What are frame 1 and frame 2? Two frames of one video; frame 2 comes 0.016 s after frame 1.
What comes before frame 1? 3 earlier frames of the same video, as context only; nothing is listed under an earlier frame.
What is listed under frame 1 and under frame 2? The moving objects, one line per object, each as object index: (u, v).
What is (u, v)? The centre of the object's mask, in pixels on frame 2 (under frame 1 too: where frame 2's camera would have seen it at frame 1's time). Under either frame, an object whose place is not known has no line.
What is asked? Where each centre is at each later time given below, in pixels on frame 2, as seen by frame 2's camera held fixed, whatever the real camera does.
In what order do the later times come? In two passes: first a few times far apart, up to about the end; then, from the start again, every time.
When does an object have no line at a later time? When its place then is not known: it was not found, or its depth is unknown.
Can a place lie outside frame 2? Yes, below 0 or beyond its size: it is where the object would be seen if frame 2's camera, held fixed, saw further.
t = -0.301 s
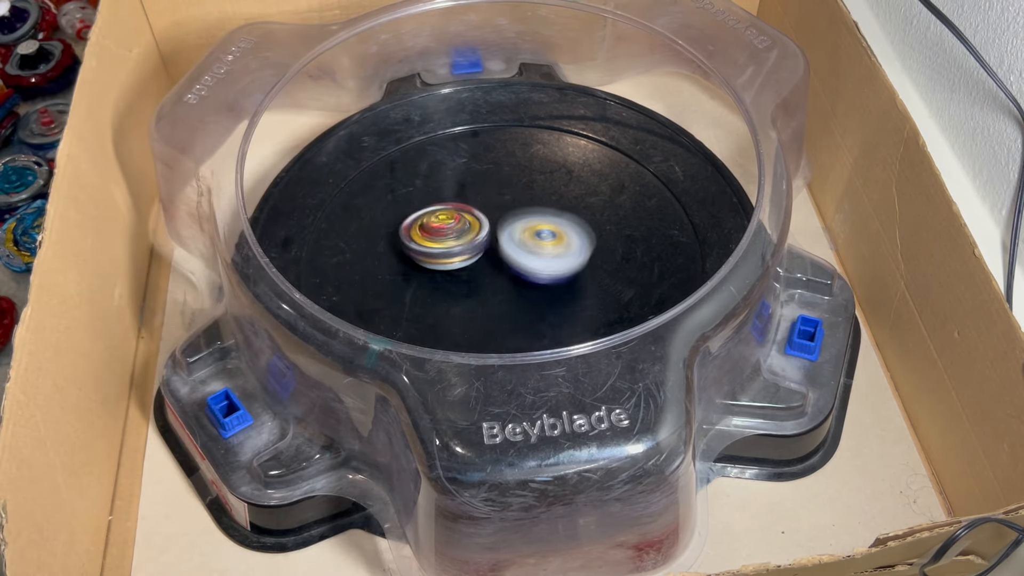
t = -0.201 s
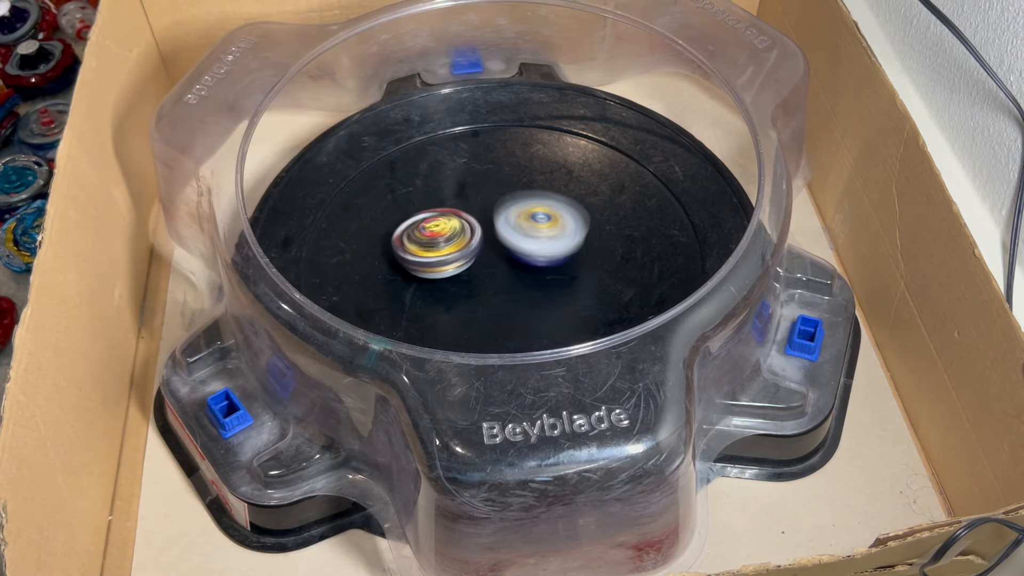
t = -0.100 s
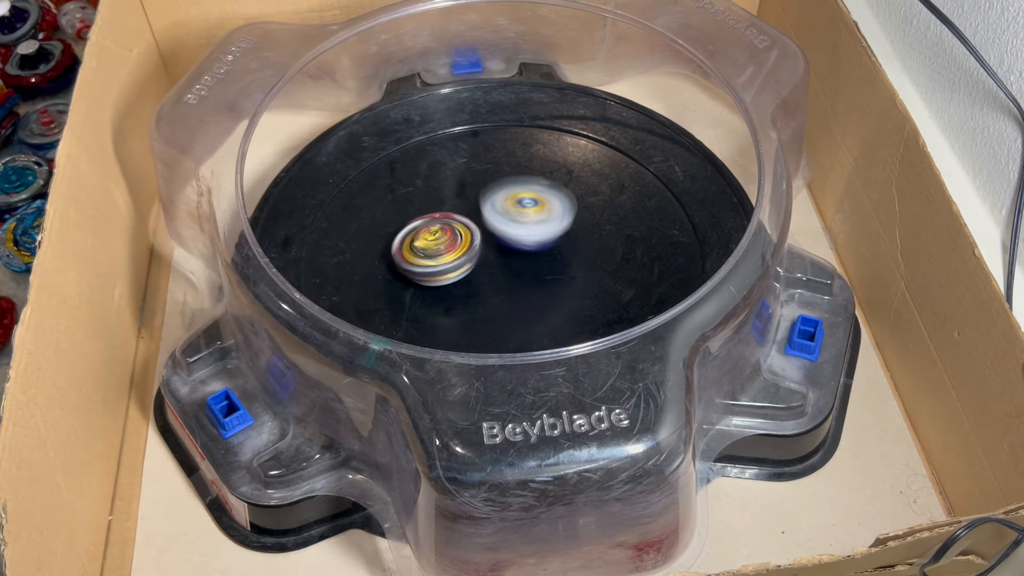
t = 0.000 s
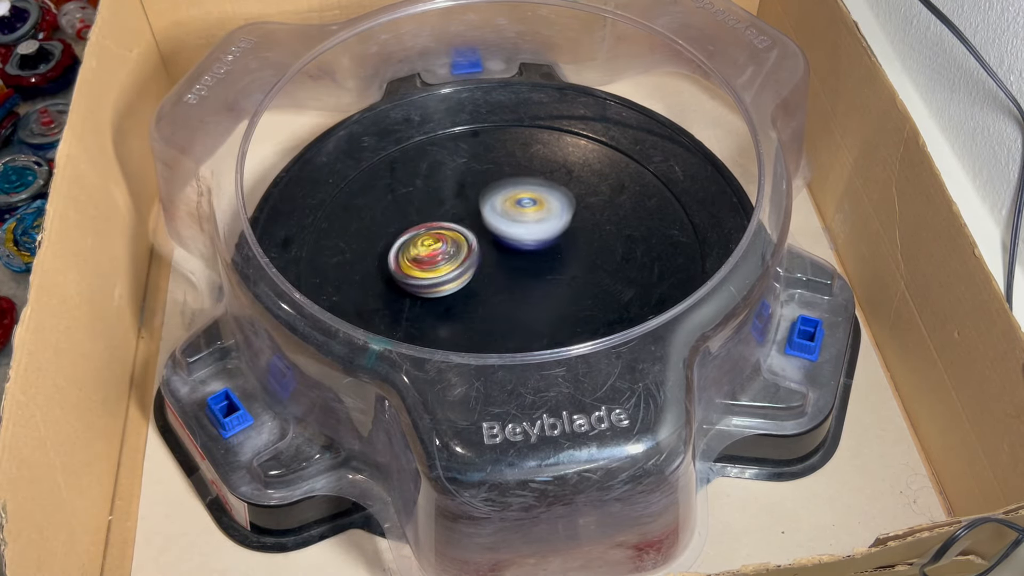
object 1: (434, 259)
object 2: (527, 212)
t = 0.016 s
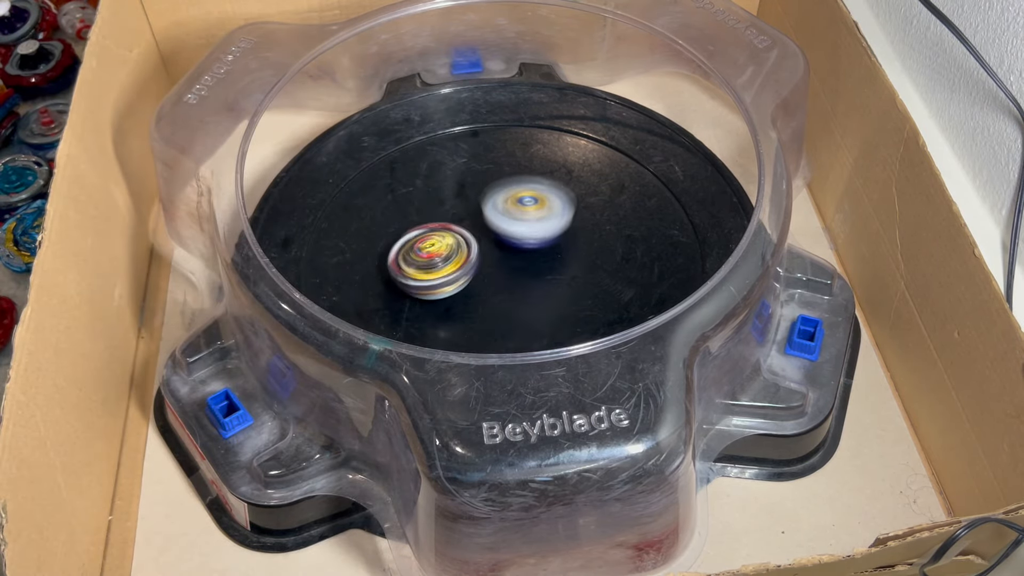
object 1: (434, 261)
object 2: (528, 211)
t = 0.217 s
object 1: (437, 265)
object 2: (535, 226)
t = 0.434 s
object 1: (396, 272)
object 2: (621, 256)
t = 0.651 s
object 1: (407, 282)
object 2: (644, 281)
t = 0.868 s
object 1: (428, 273)
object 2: (524, 292)
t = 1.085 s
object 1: (410, 257)
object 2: (569, 237)
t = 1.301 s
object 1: (447, 255)
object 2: (565, 206)
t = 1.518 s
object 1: (441, 257)
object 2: (568, 201)
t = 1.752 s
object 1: (458, 254)
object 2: (586, 220)
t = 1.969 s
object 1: (468, 252)
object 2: (576, 242)
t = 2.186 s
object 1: (487, 257)
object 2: (576, 224)
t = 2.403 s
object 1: (491, 271)
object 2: (605, 197)
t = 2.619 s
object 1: (501, 280)
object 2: (580, 229)
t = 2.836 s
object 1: (413, 311)
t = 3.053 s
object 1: (442, 293)
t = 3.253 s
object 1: (311, 329)
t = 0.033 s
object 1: (433, 262)
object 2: (530, 210)
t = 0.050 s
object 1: (433, 263)
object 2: (530, 210)
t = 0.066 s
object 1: (433, 264)
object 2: (531, 210)
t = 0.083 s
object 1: (433, 265)
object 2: (532, 211)
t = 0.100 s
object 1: (433, 265)
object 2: (533, 211)
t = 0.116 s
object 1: (433, 266)
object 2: (534, 213)
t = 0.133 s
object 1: (433, 266)
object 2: (534, 214)
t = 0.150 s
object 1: (434, 266)
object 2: (535, 216)
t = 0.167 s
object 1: (435, 266)
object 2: (534, 219)
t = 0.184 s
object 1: (436, 266)
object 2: (535, 220)
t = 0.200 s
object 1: (437, 265)
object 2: (535, 224)
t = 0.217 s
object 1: (437, 265)
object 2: (535, 226)
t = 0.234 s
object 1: (438, 265)
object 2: (535, 231)
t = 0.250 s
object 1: (439, 264)
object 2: (535, 233)
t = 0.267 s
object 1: (439, 264)
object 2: (535, 235)
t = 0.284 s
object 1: (441, 264)
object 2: (535, 240)
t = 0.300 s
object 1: (441, 263)
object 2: (535, 247)
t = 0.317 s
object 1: (437, 263)
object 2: (542, 247)
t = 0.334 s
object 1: (428, 264)
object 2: (555, 250)
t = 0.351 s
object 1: (420, 265)
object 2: (566, 249)
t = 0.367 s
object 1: (413, 266)
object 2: (579, 250)
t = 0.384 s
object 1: (408, 267)
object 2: (591, 253)
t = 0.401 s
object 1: (402, 269)
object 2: (601, 252)
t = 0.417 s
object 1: (399, 270)
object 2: (611, 253)
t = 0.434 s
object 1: (396, 272)
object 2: (621, 256)
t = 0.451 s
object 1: (394, 274)
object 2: (630, 256)
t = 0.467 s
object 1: (393, 275)
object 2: (637, 257)
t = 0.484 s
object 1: (392, 277)
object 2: (645, 260)
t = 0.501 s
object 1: (393, 278)
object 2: (651, 260)
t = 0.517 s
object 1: (394, 280)
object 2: (656, 263)
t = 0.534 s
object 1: (394, 281)
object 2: (659, 265)
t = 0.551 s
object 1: (396, 281)
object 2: (660, 266)
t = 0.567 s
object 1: (397, 282)
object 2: (661, 269)
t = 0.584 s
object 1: (399, 282)
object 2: (659, 270)
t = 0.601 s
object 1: (401, 282)
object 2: (657, 273)
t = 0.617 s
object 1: (402, 283)
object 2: (654, 275)
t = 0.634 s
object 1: (405, 282)
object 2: (649, 278)
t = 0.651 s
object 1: (407, 282)
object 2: (644, 281)
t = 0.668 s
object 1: (409, 282)
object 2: (638, 284)
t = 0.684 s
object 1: (411, 281)
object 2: (630, 287)
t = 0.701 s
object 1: (413, 281)
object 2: (622, 290)
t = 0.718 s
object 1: (415, 280)
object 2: (613, 293)
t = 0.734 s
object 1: (417, 279)
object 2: (603, 295)
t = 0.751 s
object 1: (419, 279)
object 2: (593, 297)
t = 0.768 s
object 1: (421, 278)
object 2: (583, 299)
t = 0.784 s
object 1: (423, 277)
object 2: (571, 299)
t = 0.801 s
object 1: (424, 276)
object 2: (560, 299)
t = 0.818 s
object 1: (426, 275)
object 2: (550, 298)
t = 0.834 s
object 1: (428, 275)
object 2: (539, 296)
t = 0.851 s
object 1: (429, 274)
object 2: (528, 294)
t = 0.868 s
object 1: (428, 273)
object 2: (524, 292)
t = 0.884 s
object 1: (421, 270)
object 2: (527, 289)
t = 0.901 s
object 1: (414, 267)
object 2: (531, 286)
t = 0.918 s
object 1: (409, 264)
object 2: (534, 283)
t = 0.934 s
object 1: (405, 262)
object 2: (538, 279)
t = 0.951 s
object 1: (402, 260)
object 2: (543, 275)
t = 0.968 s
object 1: (401, 258)
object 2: (547, 271)
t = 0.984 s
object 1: (399, 257)
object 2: (552, 265)
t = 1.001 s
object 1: (400, 257)
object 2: (555, 261)
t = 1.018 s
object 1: (401, 257)
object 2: (558, 255)
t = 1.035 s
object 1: (403, 257)
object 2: (562, 252)
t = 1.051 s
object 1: (405, 257)
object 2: (565, 245)
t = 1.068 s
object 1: (407, 257)
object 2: (568, 240)
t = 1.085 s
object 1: (410, 257)
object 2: (569, 237)
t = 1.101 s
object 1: (412, 257)
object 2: (570, 233)
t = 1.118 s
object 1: (415, 256)
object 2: (571, 228)
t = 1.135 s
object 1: (417, 256)
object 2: (572, 226)
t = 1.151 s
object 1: (420, 256)
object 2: (573, 222)
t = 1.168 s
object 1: (424, 256)
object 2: (574, 218)
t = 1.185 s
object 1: (427, 255)
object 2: (574, 216)
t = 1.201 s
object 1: (429, 256)
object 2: (573, 214)
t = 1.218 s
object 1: (433, 255)
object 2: (572, 210)
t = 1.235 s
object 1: (435, 255)
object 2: (571, 209)
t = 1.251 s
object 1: (438, 256)
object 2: (570, 208)
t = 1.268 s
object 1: (441, 256)
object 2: (568, 207)
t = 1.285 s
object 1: (444, 256)
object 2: (566, 206)
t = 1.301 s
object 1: (447, 255)
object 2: (565, 206)
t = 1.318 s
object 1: (449, 255)
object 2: (563, 207)
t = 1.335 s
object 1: (451, 255)
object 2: (561, 205)
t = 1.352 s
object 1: (453, 254)
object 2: (558, 207)
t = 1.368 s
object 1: (454, 254)
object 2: (555, 207)
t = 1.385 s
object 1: (456, 252)
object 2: (552, 207)
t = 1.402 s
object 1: (458, 252)
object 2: (548, 211)
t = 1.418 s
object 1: (459, 251)
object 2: (545, 213)
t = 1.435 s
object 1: (457, 250)
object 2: (545, 213)
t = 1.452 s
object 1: (452, 252)
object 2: (549, 209)
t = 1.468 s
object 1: (447, 253)
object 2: (554, 206)
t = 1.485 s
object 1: (445, 255)
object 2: (560, 206)
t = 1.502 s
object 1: (443, 256)
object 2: (564, 204)
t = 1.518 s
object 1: (441, 257)
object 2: (568, 201)
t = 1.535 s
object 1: (441, 257)
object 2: (571, 201)
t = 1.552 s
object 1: (441, 258)
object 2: (575, 202)
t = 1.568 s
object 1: (442, 257)
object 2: (578, 201)
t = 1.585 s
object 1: (443, 257)
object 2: (580, 202)
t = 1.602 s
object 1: (444, 257)
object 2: (582, 201)
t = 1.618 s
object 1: (446, 256)
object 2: (584, 203)
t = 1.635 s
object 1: (447, 256)
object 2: (586, 204)
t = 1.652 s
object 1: (448, 255)
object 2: (587, 207)
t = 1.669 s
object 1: (449, 255)
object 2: (589, 208)
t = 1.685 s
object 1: (450, 255)
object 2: (588, 210)
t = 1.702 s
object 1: (453, 254)
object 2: (588, 212)
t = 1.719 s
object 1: (454, 254)
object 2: (588, 214)
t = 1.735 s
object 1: (456, 254)
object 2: (587, 218)
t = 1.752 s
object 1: (458, 254)
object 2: (586, 220)
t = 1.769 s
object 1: (459, 254)
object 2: (586, 223)
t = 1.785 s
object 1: (461, 253)
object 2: (584, 225)
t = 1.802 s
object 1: (463, 252)
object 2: (583, 228)
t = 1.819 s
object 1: (464, 252)
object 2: (582, 231)
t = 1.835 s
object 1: (466, 252)
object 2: (579, 234)
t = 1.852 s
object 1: (468, 252)
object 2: (577, 236)
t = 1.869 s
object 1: (469, 252)
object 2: (573, 239)
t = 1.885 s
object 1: (472, 252)
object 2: (570, 240)
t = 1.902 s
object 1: (472, 252)
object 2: (567, 242)
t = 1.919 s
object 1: (471, 251)
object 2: (569, 243)
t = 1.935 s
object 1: (469, 252)
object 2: (571, 242)
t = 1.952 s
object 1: (468, 252)
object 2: (574, 242)
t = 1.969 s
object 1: (468, 252)
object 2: (576, 242)
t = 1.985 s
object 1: (469, 252)
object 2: (577, 241)
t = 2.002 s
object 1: (470, 253)
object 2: (578, 241)
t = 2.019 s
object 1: (472, 253)
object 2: (579, 239)
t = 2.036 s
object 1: (473, 254)
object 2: (580, 238)
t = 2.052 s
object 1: (475, 254)
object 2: (581, 236)
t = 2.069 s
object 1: (477, 254)
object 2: (582, 235)
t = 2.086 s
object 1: (477, 255)
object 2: (581, 234)
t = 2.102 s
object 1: (479, 255)
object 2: (580, 232)
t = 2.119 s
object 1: (481, 256)
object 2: (580, 230)
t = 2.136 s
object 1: (482, 256)
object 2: (581, 229)
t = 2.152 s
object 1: (484, 256)
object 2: (580, 228)
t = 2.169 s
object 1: (485, 257)
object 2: (579, 227)
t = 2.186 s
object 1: (487, 257)
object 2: (576, 224)
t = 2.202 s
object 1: (487, 259)
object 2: (578, 222)
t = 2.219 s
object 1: (485, 260)
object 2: (582, 218)
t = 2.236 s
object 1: (484, 262)
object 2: (583, 215)
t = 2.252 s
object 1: (484, 263)
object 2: (586, 212)
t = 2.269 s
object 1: (484, 264)
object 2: (589, 208)
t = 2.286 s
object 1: (485, 265)
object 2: (593, 206)
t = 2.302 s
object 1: (487, 265)
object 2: (594, 205)
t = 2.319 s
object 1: (488, 266)
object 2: (595, 202)
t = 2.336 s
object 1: (489, 267)
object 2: (598, 201)
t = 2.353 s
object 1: (489, 268)
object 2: (601, 200)
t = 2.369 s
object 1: (490, 269)
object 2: (601, 199)
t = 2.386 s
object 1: (491, 270)
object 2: (603, 199)
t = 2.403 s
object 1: (491, 271)
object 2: (605, 197)
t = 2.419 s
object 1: (493, 272)
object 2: (605, 199)
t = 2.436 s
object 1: (493, 272)
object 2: (605, 199)
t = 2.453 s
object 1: (494, 273)
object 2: (607, 200)
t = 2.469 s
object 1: (495, 274)
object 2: (606, 202)
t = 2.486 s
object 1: (496, 275)
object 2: (605, 204)
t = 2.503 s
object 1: (496, 275)
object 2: (604, 206)
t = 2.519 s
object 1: (497, 276)
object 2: (603, 209)
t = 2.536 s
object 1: (498, 277)
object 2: (600, 212)
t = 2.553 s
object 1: (498, 278)
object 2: (597, 215)
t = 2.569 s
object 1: (499, 278)
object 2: (594, 218)
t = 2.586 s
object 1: (499, 279)
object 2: (590, 222)
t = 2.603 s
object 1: (500, 279)
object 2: (585, 225)
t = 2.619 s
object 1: (501, 280)
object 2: (580, 229)
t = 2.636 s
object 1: (494, 284)
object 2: (581, 227)
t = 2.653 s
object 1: (483, 290)
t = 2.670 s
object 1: (470, 296)
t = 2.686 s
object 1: (460, 301)
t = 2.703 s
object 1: (449, 305)
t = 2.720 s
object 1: (440, 308)
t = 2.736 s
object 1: (433, 310)
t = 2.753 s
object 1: (426, 311)
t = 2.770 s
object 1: (421, 311)
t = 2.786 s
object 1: (417, 312)
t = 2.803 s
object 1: (414, 312)
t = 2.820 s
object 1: (413, 312)
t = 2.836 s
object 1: (413, 311)
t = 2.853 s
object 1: (413, 312)
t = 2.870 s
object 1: (414, 311)
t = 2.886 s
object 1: (416, 310)
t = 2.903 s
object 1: (416, 310)
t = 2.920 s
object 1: (418, 309)
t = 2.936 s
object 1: (420, 307)
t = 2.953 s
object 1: (422, 306)
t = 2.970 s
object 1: (426, 304)
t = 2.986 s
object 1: (429, 301)
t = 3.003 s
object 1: (431, 300)
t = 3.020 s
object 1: (436, 298)
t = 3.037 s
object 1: (439, 295)
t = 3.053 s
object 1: (442, 293)
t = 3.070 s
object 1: (446, 290)
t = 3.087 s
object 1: (450, 288)
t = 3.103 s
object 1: (453, 285)
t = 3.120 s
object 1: (457, 283)
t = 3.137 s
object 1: (457, 283)
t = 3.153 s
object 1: (431, 297)
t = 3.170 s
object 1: (405, 304)
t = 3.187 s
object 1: (382, 309)
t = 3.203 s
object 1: (352, 325)
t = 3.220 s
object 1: (329, 329)
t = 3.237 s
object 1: (310, 328)
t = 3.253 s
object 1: (311, 329)
